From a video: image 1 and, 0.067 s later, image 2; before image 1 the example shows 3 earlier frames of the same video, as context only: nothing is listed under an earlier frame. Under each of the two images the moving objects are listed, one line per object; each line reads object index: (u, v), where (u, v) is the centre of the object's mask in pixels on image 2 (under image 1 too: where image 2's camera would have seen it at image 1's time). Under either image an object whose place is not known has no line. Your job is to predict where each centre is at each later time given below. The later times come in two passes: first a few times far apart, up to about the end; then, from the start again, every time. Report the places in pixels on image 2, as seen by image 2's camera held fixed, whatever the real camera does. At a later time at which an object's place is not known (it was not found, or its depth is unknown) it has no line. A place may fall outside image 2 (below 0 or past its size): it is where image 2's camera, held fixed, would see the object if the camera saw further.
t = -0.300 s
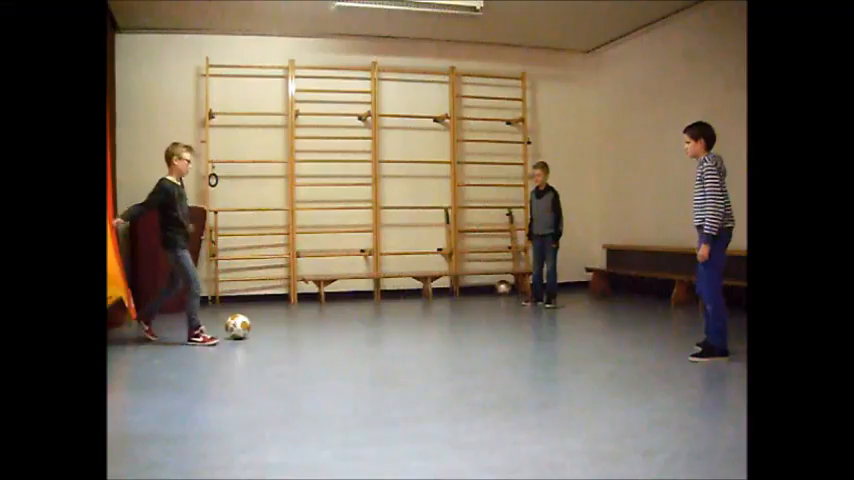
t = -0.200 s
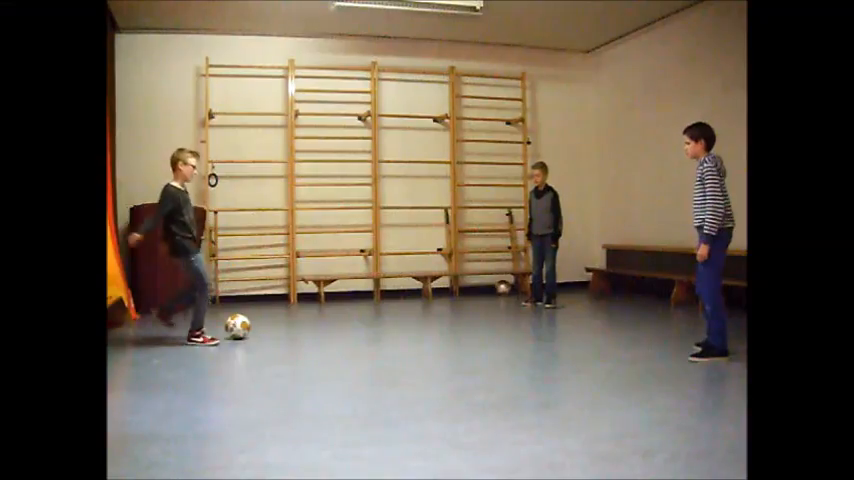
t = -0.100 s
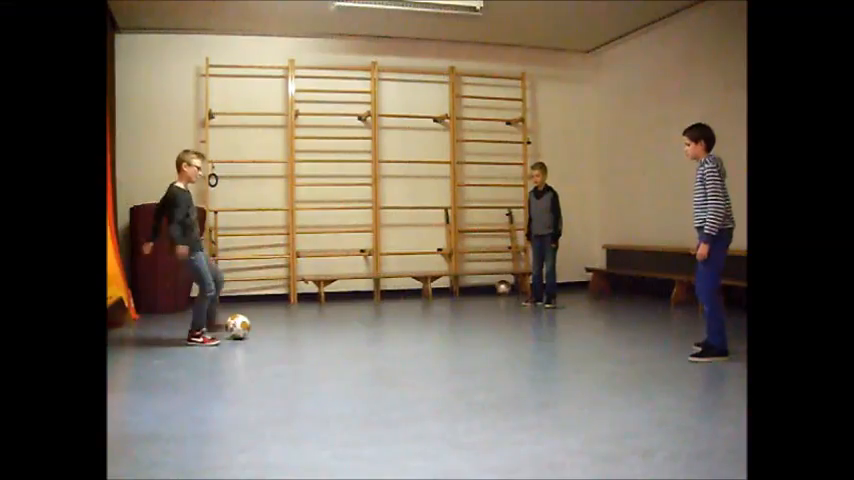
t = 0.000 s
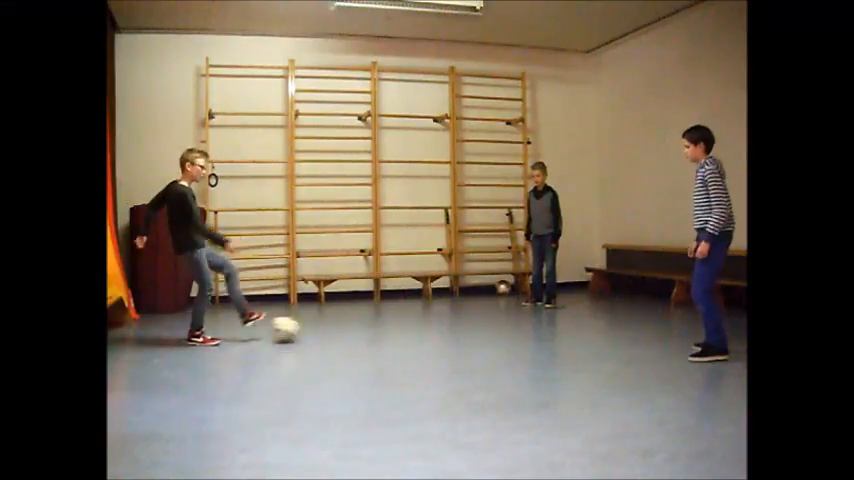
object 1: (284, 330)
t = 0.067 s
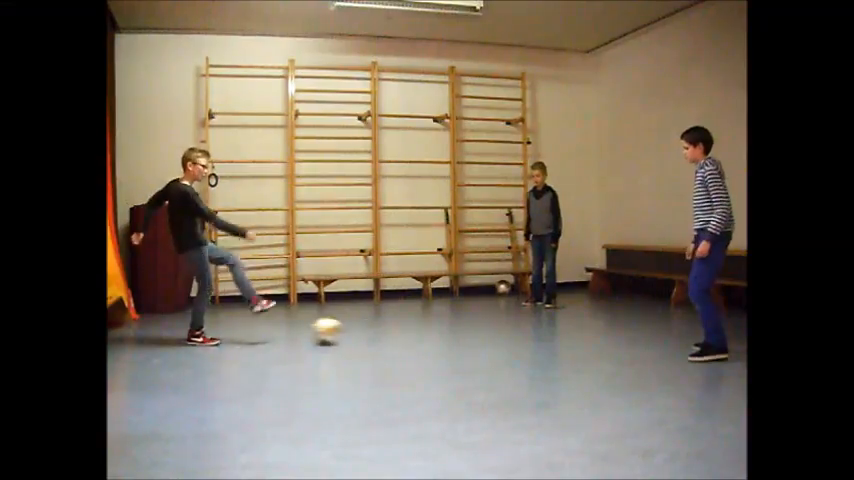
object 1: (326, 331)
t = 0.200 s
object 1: (408, 335)
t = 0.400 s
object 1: (530, 339)
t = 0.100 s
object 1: (347, 332)
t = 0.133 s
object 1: (367, 333)
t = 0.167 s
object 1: (388, 335)
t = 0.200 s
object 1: (408, 335)
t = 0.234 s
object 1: (428, 336)
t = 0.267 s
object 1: (449, 338)
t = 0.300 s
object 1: (471, 338)
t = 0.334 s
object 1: (490, 338)
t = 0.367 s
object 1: (510, 339)
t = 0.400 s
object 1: (530, 339)
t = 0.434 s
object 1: (548, 340)
